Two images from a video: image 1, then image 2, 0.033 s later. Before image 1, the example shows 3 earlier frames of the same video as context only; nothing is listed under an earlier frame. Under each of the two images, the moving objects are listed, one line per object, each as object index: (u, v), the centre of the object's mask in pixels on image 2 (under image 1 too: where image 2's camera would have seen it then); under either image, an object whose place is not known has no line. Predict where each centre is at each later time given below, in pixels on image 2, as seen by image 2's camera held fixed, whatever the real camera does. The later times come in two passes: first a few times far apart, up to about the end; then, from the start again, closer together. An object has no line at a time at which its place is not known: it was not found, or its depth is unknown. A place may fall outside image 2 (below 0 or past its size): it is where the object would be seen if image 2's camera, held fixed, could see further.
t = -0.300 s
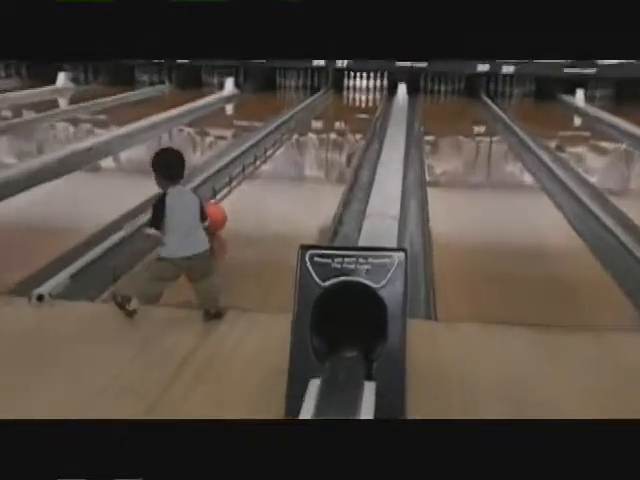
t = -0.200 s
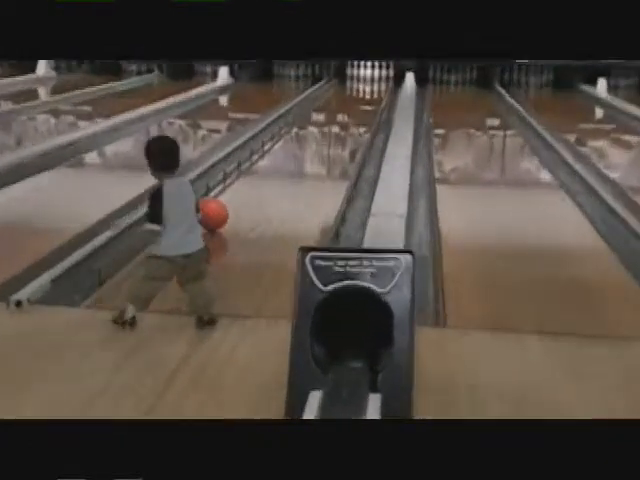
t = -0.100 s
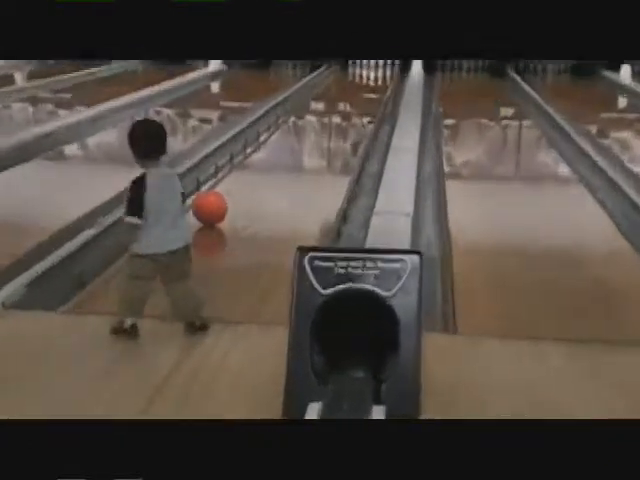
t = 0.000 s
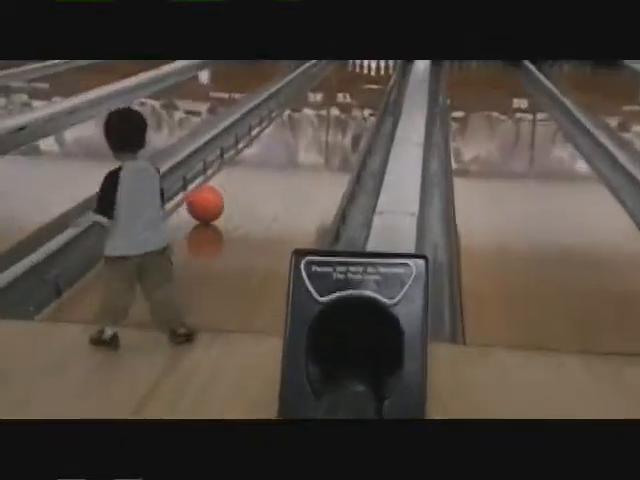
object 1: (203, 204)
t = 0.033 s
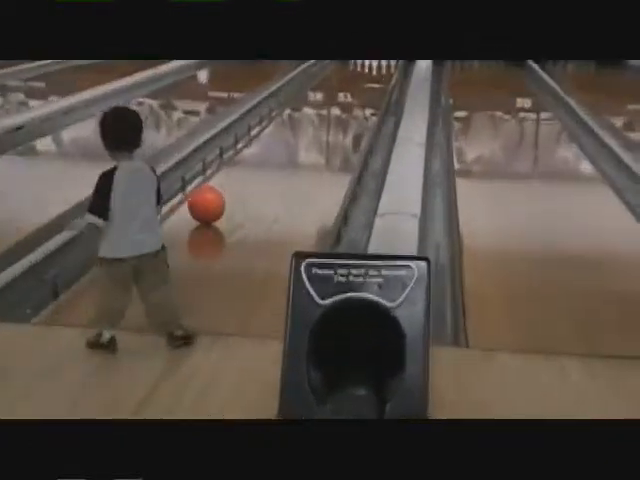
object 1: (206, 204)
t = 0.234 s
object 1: (221, 199)
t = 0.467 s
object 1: (238, 192)
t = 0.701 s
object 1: (253, 187)
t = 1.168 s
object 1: (279, 176)
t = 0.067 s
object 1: (209, 203)
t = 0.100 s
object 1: (212, 202)
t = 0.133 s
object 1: (214, 201)
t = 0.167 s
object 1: (217, 200)
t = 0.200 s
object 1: (218, 199)
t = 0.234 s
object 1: (221, 199)
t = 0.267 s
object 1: (223, 198)
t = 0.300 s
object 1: (226, 198)
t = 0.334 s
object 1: (228, 196)
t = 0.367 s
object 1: (231, 195)
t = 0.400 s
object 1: (233, 195)
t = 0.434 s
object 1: (236, 194)
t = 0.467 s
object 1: (238, 192)
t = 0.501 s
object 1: (240, 192)
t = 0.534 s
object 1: (242, 191)
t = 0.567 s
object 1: (244, 190)
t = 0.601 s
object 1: (246, 190)
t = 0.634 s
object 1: (249, 188)
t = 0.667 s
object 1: (250, 188)
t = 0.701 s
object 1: (253, 187)
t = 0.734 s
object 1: (255, 186)
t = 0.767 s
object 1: (257, 185)
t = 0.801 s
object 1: (259, 185)
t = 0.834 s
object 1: (260, 184)
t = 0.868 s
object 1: (262, 183)
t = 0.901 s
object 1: (264, 182)
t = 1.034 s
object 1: (272, 179)
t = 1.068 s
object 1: (273, 178)
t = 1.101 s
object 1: (275, 178)
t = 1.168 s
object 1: (279, 176)
